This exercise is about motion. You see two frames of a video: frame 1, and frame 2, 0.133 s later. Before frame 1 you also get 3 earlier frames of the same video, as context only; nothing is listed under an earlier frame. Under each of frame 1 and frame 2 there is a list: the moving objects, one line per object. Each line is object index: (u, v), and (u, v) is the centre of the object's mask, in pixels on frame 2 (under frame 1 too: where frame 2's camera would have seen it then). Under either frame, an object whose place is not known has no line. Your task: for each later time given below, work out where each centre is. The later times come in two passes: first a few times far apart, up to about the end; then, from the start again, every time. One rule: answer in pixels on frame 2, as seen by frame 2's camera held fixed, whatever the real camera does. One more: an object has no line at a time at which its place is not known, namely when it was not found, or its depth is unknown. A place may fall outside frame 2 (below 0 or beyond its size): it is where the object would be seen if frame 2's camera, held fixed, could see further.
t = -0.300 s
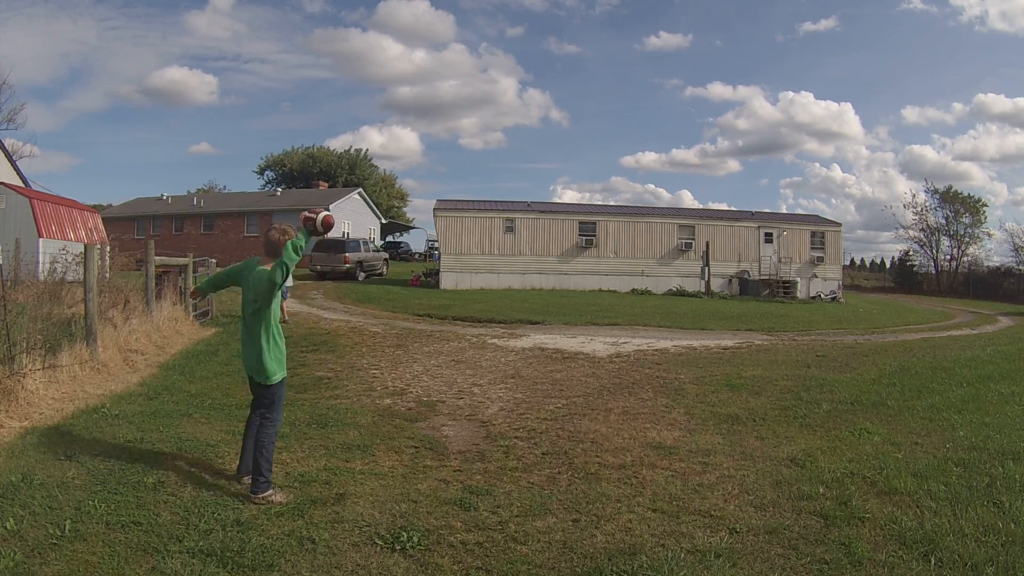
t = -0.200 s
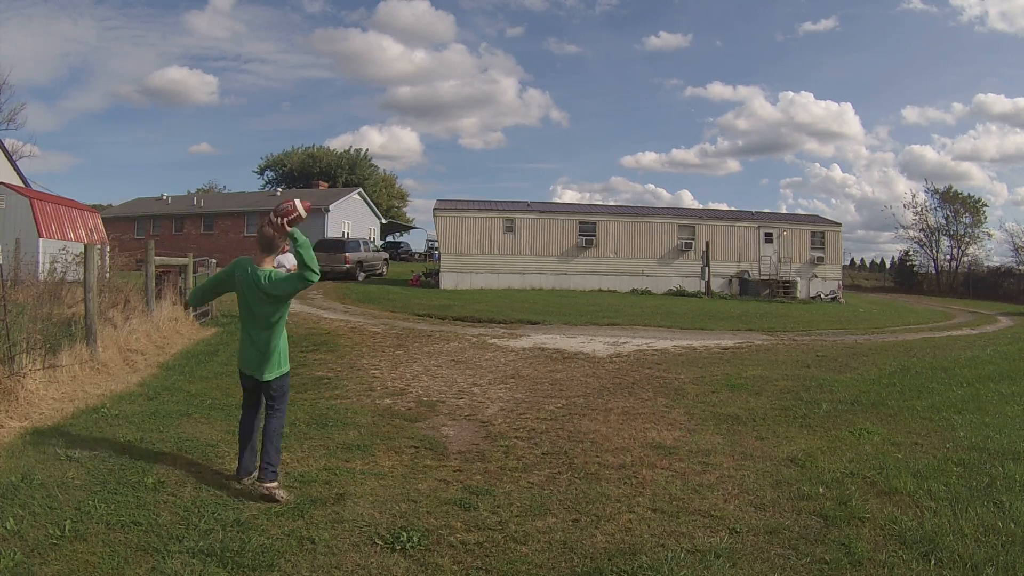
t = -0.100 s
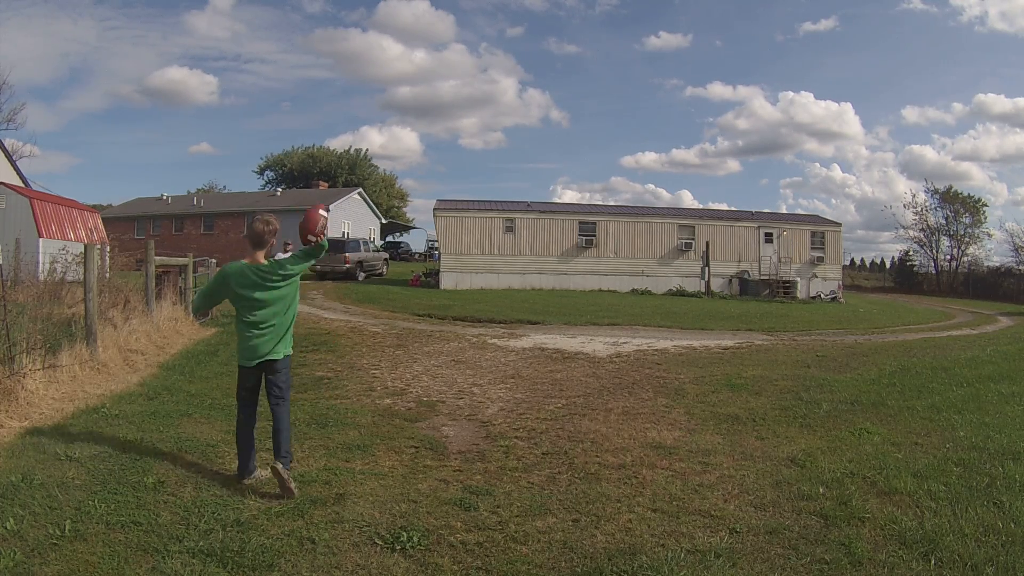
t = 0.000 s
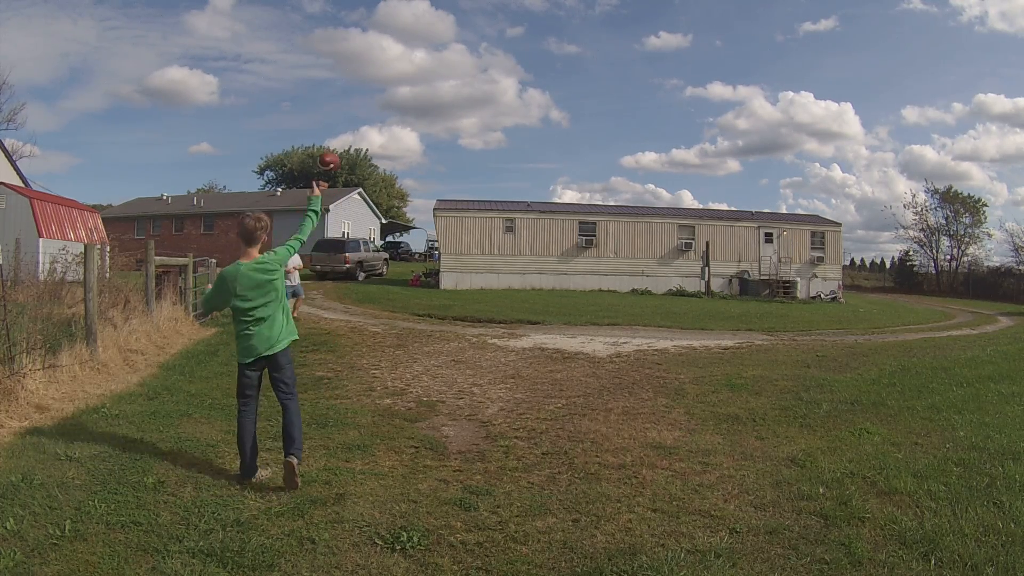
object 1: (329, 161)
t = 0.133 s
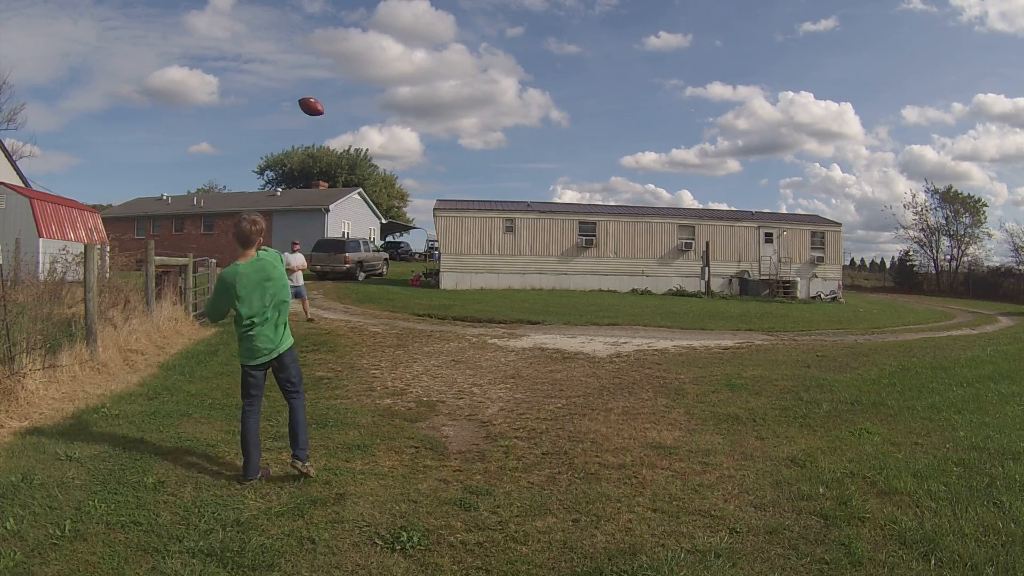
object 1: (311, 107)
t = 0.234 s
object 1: (301, 91)
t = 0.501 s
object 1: (283, 100)
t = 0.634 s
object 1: (275, 121)
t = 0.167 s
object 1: (308, 100)
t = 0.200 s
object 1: (305, 94)
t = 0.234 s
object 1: (301, 91)
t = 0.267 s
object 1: (299, 88)
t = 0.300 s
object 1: (296, 87)
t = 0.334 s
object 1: (294, 87)
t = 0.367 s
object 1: (292, 88)
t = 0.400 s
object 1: (289, 90)
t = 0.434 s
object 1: (287, 93)
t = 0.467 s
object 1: (285, 96)
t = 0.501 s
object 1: (283, 100)
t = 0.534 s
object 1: (281, 104)
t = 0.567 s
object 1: (279, 110)
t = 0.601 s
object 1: (277, 115)
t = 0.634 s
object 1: (275, 121)
